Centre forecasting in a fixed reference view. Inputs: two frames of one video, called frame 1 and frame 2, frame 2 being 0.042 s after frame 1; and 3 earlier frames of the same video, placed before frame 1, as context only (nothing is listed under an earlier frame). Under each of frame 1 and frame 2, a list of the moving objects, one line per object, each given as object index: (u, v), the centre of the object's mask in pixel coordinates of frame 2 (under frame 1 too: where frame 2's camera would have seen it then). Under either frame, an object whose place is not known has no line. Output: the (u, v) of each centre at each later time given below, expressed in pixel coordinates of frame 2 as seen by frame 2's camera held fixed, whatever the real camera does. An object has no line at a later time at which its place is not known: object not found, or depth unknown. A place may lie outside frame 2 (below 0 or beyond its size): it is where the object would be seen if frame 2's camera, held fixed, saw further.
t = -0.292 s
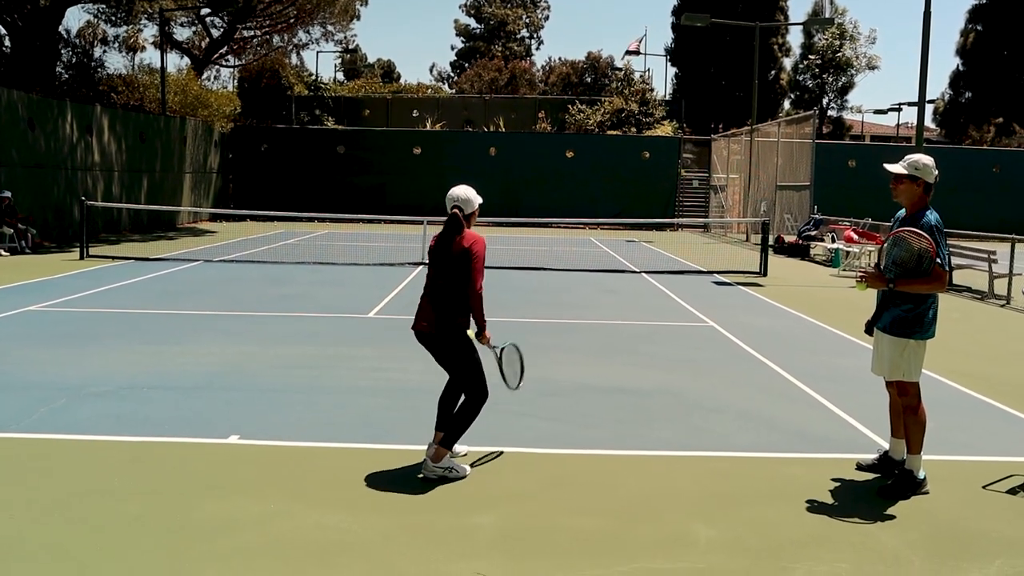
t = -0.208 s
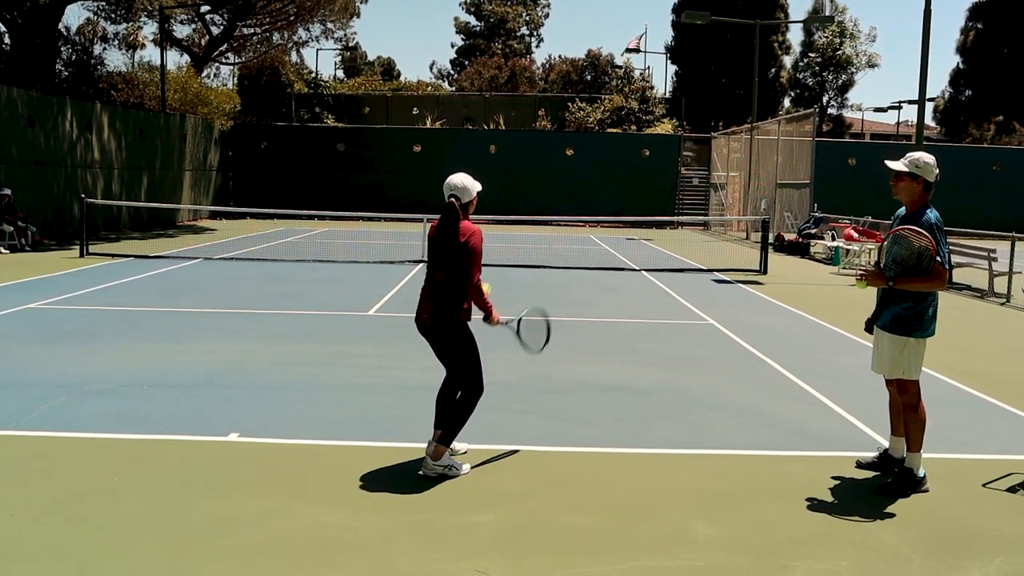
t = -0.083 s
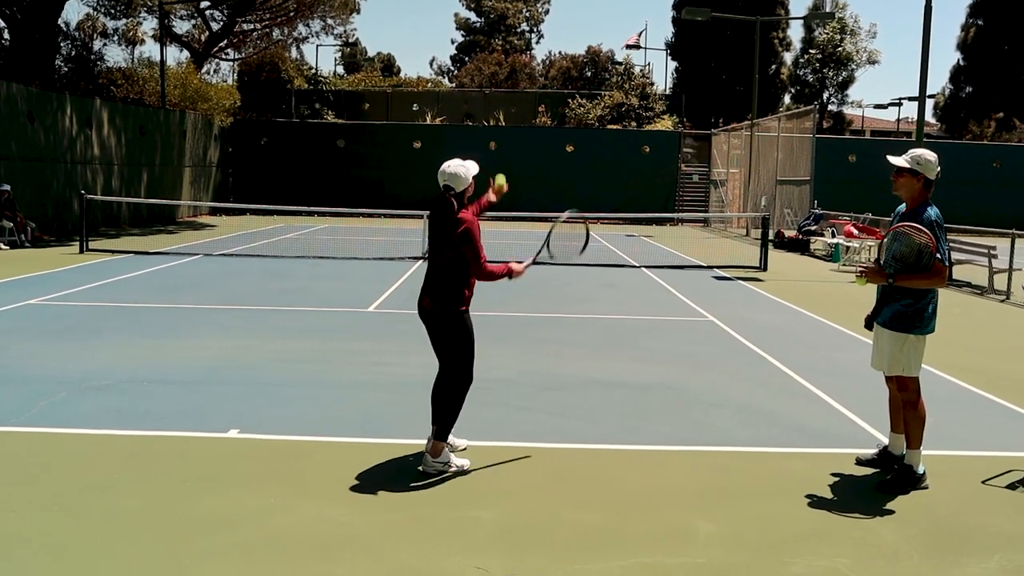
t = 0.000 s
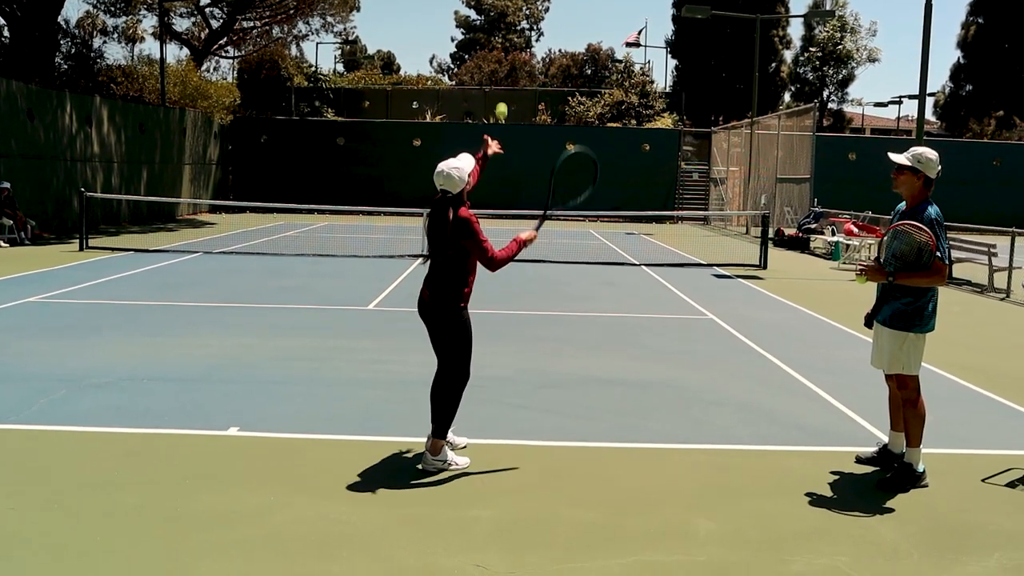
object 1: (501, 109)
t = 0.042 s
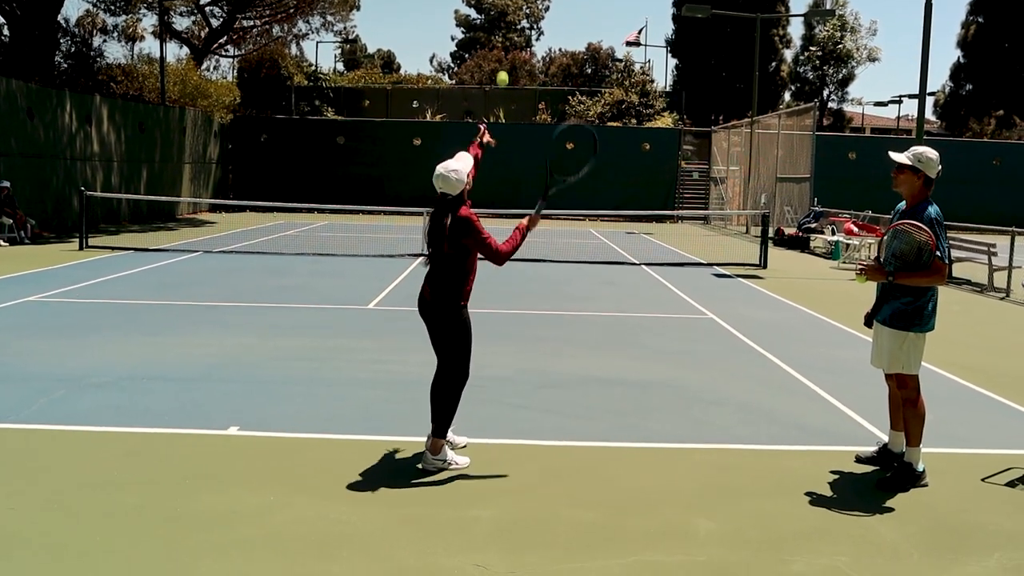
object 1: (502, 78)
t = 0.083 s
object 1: (502, 50)
